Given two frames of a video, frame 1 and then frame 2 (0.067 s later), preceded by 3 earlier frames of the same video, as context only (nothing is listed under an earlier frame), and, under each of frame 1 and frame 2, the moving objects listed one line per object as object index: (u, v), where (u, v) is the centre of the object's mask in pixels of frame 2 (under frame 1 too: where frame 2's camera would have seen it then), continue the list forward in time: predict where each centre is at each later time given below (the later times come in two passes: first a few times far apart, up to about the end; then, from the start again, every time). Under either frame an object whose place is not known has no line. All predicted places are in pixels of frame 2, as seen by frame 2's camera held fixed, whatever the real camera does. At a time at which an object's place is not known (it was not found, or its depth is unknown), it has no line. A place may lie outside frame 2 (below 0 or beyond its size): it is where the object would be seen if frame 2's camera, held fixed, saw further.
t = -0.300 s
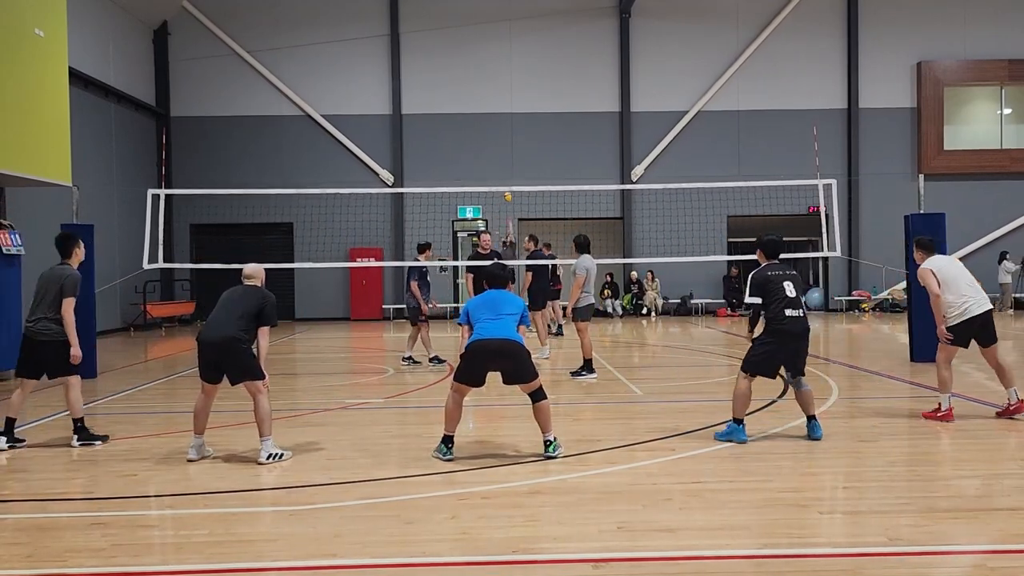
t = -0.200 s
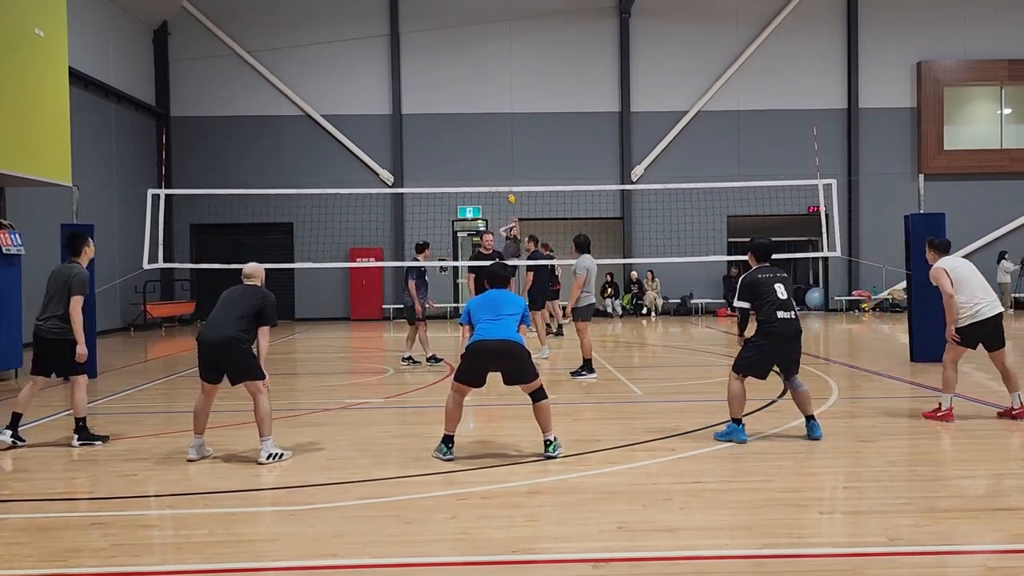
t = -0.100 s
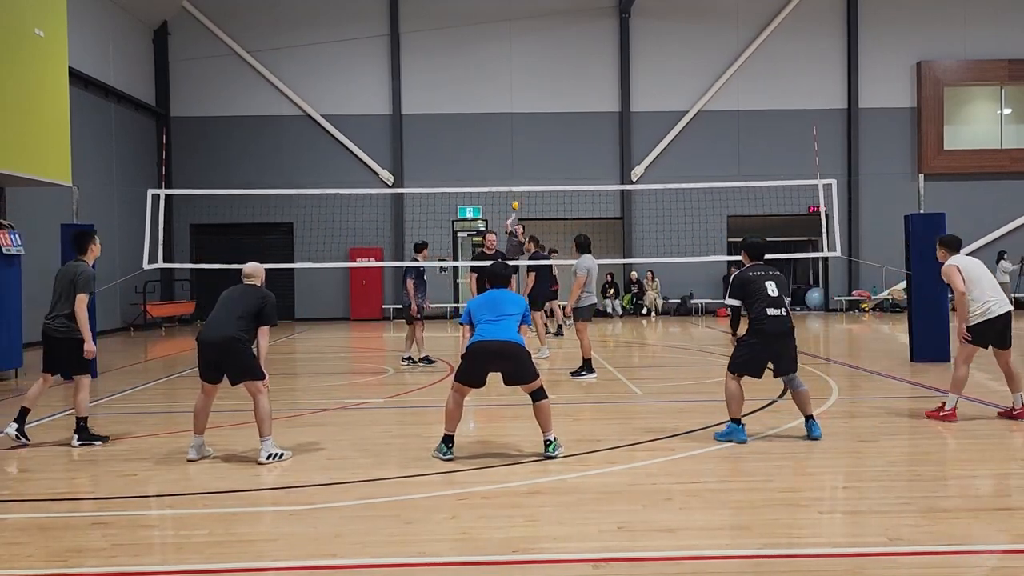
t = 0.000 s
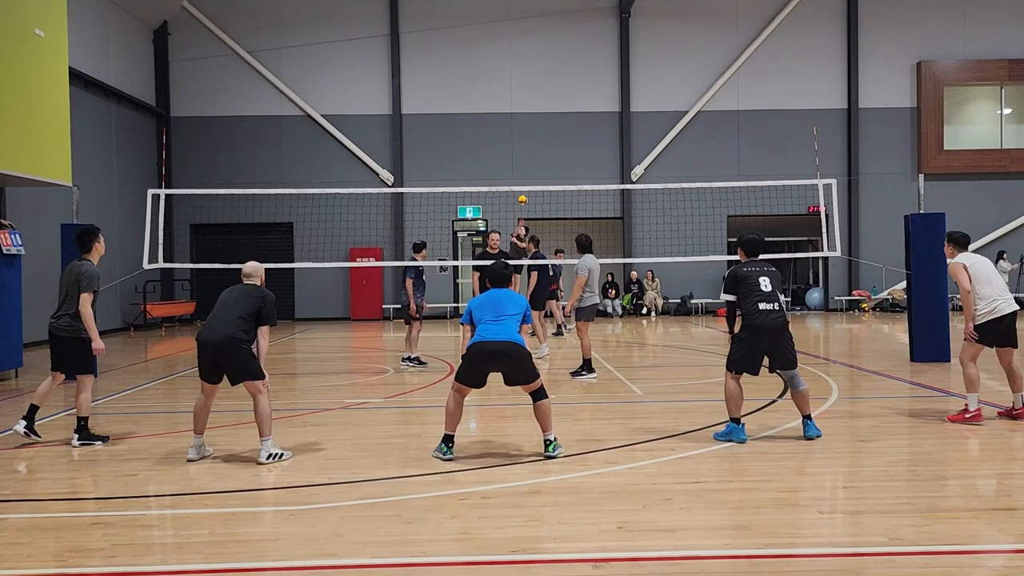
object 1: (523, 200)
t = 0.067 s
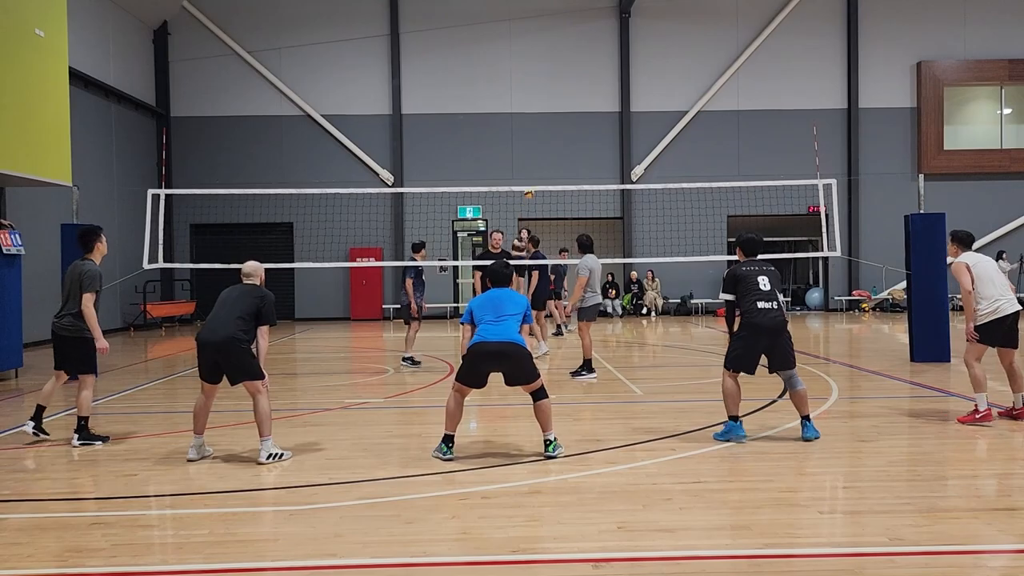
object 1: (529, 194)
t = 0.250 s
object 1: (546, 175)
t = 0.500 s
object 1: (585, 180)
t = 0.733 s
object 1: (655, 232)
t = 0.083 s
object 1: (530, 193)
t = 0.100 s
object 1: (532, 188)
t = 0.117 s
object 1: (533, 186)
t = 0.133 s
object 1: (534, 183)
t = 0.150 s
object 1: (536, 182)
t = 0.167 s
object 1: (537, 181)
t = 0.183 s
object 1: (539, 180)
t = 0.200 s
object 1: (541, 179)
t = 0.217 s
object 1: (543, 177)
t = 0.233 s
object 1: (544, 176)
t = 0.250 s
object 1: (546, 175)
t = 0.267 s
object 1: (548, 174)
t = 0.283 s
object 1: (550, 173)
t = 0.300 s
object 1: (552, 173)
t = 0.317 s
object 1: (554, 172)
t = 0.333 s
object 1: (556, 172)
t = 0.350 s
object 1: (558, 172)
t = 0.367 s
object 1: (561, 172)
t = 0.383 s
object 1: (564, 172)
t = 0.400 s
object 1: (566, 173)
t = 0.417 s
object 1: (569, 174)
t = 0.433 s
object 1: (572, 174)
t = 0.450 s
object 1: (575, 176)
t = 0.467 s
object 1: (579, 177)
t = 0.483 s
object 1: (582, 179)
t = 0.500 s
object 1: (585, 180)
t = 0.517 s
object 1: (589, 182)
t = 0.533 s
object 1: (592, 183)
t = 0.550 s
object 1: (596, 185)
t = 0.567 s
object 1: (600, 188)
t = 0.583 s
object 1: (604, 191)
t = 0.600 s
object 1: (609, 194)
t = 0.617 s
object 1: (614, 197)
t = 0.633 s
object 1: (618, 201)
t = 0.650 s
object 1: (624, 206)
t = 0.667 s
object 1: (630, 210)
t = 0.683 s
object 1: (635, 214)
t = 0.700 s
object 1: (642, 220)
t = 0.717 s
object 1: (648, 226)
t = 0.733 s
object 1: (655, 232)
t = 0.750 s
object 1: (662, 240)
